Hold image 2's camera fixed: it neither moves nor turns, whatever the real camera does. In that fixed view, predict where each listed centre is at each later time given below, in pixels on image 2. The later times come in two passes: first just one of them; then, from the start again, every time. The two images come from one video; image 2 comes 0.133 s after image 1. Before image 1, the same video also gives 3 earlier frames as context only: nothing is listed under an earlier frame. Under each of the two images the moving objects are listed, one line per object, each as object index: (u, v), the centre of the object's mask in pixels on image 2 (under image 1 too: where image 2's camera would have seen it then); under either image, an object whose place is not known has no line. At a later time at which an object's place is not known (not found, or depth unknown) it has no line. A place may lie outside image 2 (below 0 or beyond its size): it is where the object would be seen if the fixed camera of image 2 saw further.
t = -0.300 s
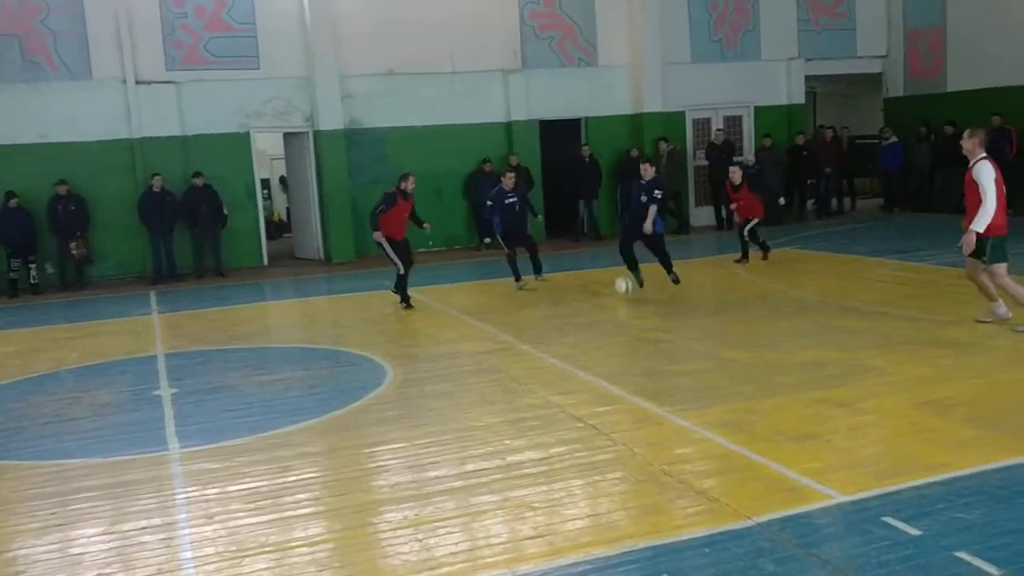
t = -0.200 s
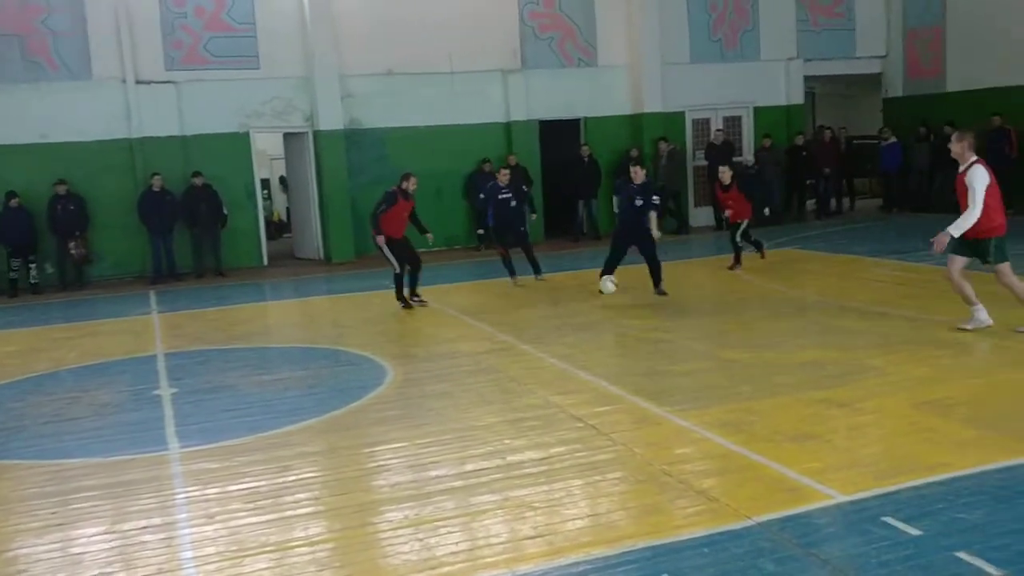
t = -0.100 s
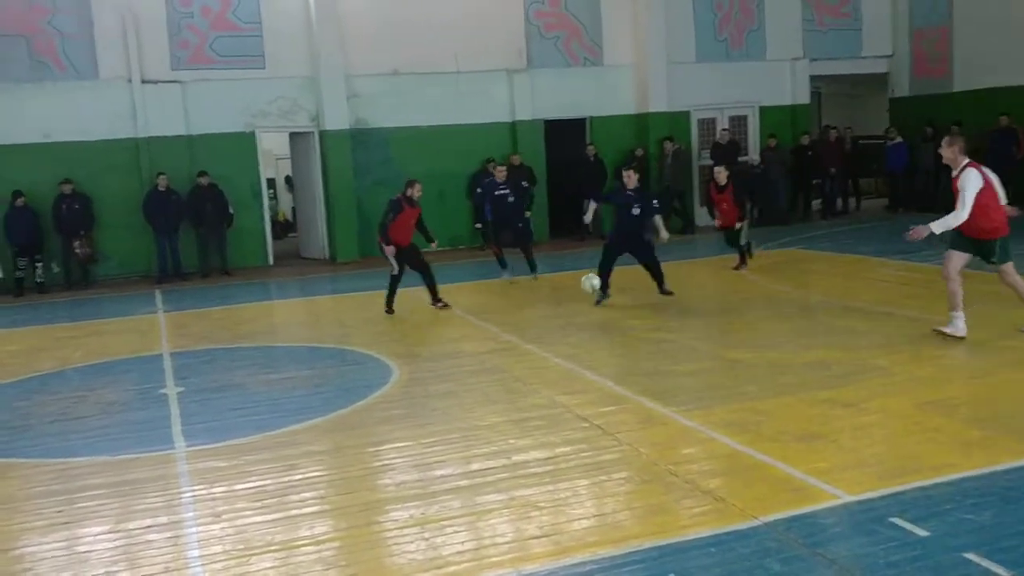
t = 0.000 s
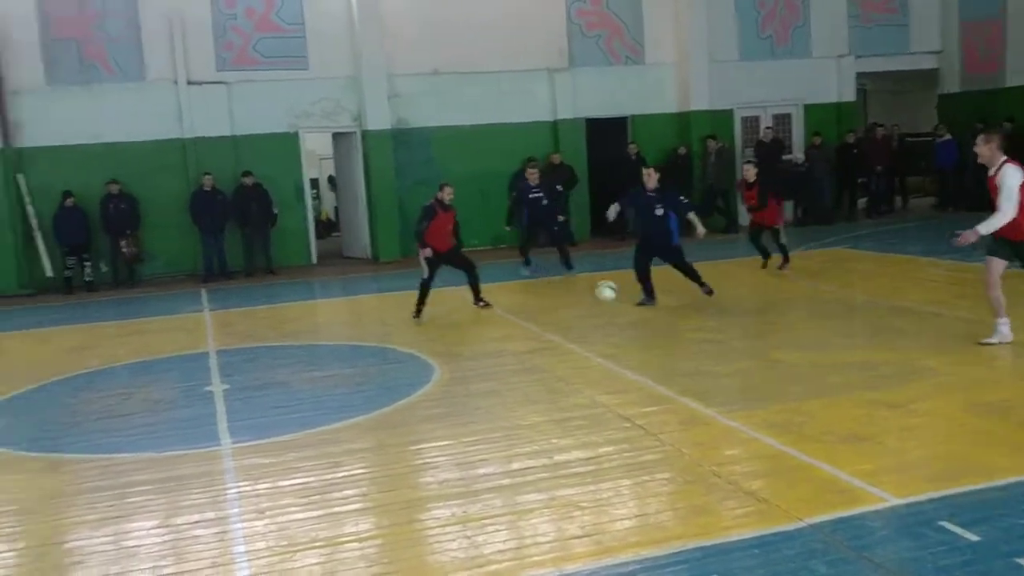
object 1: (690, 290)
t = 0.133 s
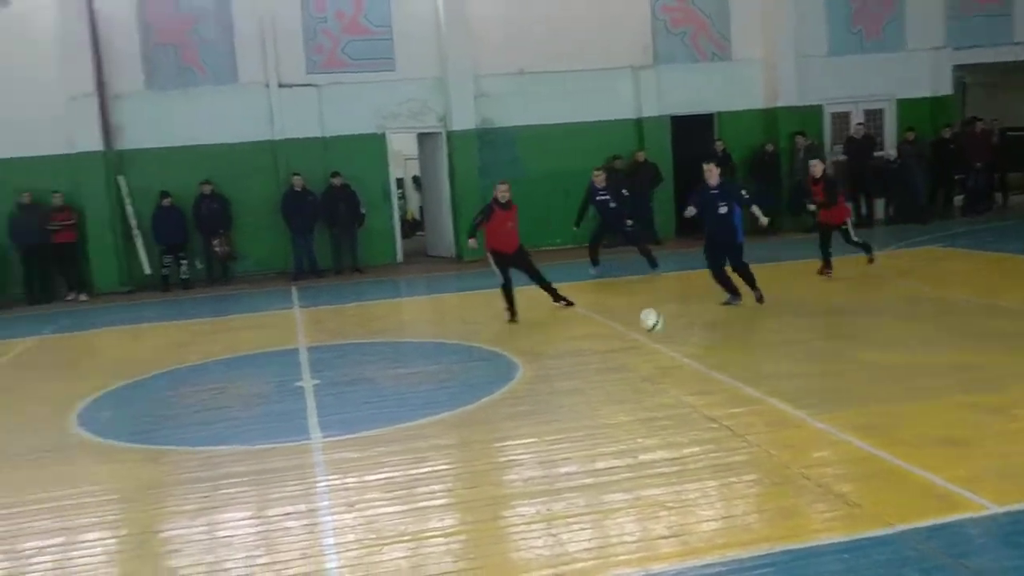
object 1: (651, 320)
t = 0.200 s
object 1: (631, 346)
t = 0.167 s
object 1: (641, 331)
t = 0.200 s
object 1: (631, 346)
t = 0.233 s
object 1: (617, 361)
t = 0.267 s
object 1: (607, 374)
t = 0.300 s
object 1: (598, 374)
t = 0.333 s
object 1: (591, 373)
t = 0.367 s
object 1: (581, 375)
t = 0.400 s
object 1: (573, 379)
